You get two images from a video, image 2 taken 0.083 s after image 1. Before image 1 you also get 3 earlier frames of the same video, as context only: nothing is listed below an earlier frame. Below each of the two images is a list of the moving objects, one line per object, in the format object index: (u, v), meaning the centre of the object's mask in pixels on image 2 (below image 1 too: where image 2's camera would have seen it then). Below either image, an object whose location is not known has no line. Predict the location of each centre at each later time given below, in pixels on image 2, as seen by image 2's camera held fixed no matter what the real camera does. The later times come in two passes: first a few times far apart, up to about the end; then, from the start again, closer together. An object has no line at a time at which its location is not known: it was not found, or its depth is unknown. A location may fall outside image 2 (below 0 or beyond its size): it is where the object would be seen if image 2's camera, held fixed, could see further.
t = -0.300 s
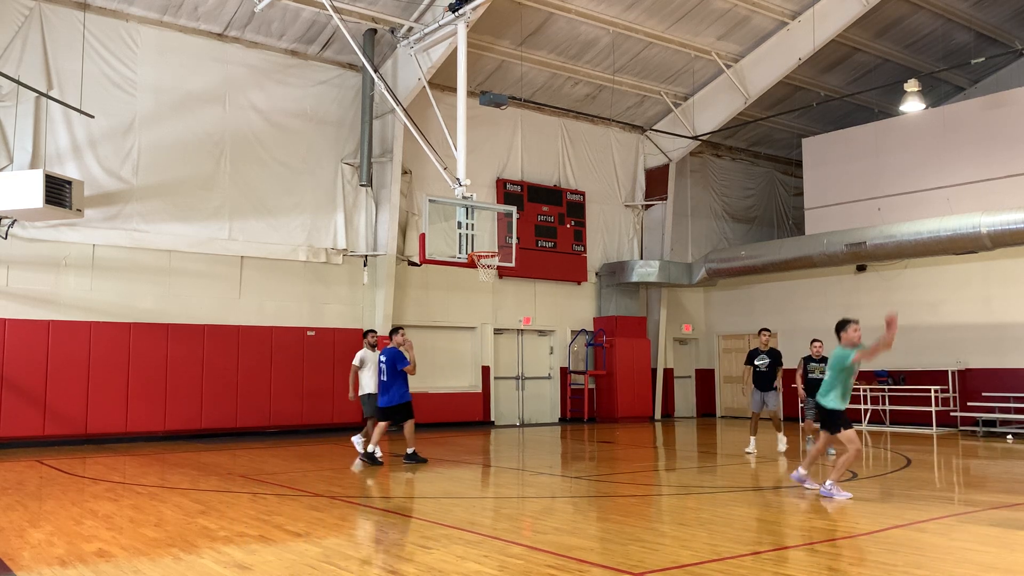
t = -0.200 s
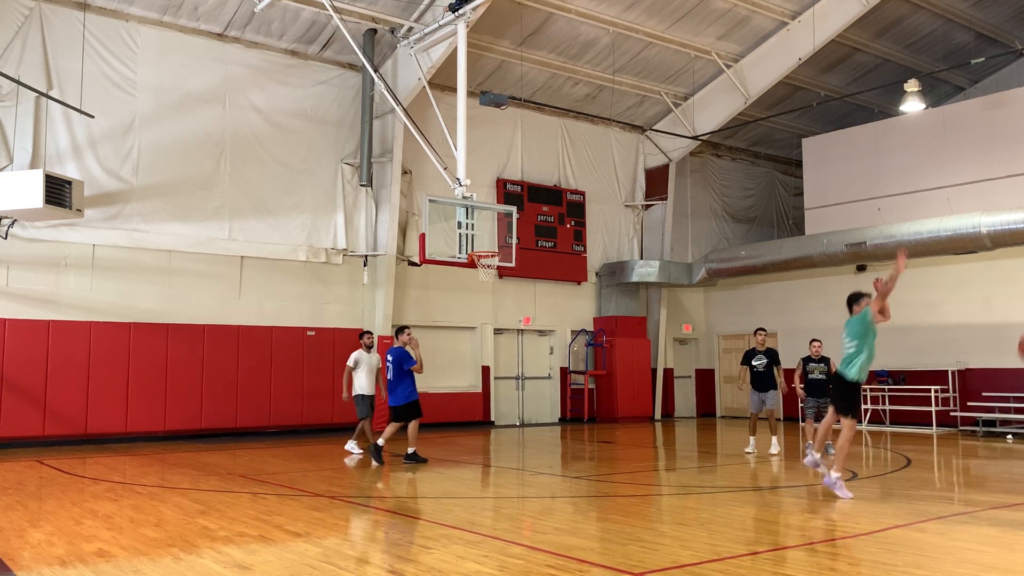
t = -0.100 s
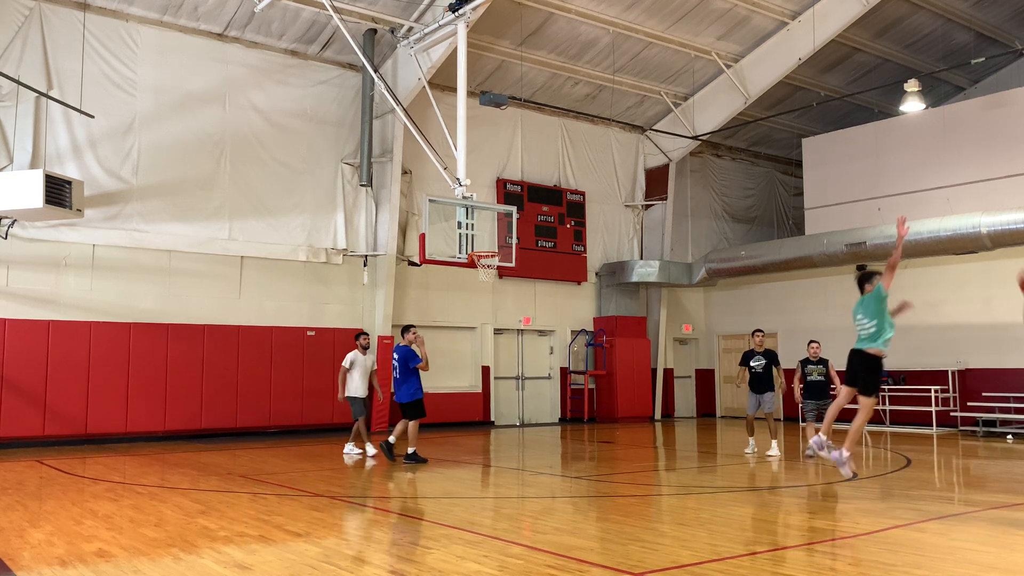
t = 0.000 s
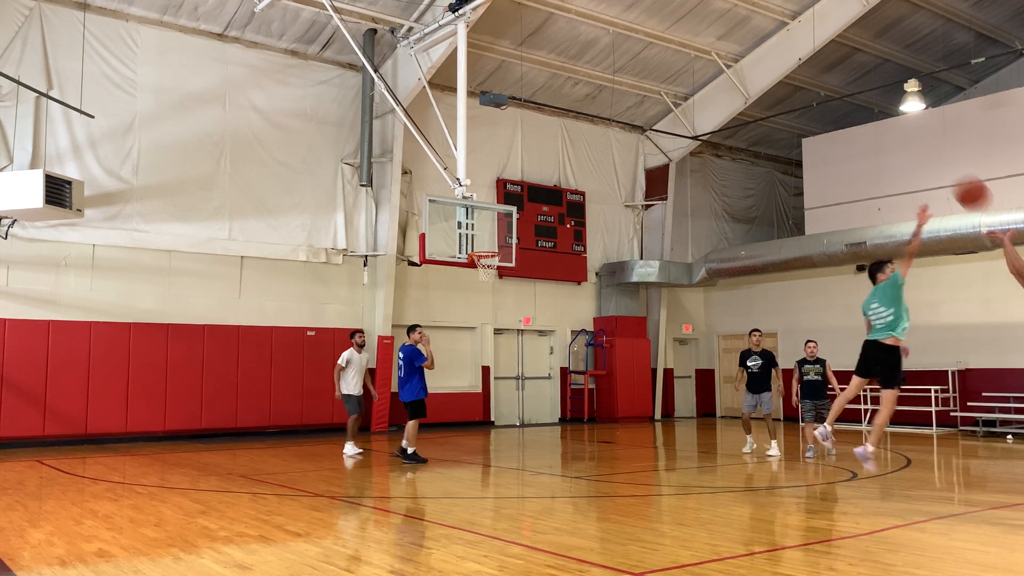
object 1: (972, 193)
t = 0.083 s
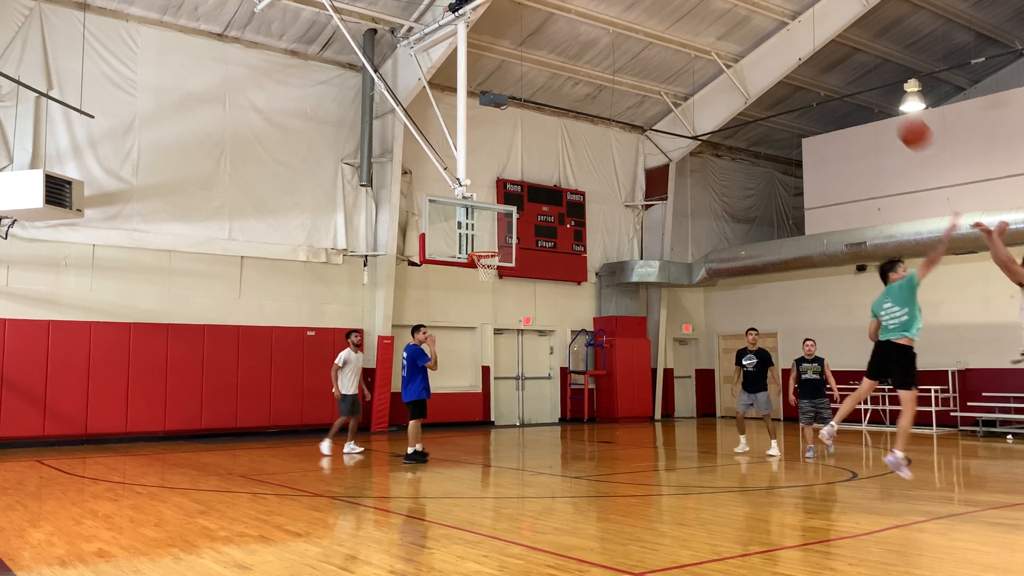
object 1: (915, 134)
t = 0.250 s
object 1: (822, 56)
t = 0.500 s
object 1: (716, 11)
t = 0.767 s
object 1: (632, 27)
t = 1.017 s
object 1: (571, 82)
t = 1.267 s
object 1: (522, 165)
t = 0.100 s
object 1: (905, 125)
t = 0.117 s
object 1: (892, 114)
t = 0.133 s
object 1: (883, 104)
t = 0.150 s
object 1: (875, 96)
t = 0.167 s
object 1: (866, 88)
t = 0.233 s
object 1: (830, 61)
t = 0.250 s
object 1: (822, 56)
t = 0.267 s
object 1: (812, 50)
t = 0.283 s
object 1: (805, 45)
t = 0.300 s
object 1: (797, 40)
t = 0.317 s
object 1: (790, 36)
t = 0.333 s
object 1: (782, 33)
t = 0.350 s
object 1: (775, 29)
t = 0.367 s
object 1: (768, 26)
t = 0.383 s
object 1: (761, 23)
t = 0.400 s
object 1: (754, 21)
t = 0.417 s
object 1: (747, 18)
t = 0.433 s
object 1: (741, 17)
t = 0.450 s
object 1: (734, 15)
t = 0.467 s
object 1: (728, 13)
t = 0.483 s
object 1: (722, 12)
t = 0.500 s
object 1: (716, 11)
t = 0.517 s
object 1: (709, 10)
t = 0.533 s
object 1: (703, 10)
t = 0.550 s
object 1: (698, 10)
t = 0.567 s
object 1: (692, 10)
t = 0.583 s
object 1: (686, 10)
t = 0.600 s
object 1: (681, 11)
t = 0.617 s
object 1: (676, 11)
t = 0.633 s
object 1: (671, 12)
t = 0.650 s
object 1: (665, 14)
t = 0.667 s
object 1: (660, 15)
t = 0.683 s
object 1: (655, 16)
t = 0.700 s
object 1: (650, 18)
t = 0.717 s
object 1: (646, 20)
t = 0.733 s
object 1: (641, 22)
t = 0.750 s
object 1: (636, 24)
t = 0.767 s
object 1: (632, 27)
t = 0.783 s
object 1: (627, 29)
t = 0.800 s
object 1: (622, 32)
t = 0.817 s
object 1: (618, 35)
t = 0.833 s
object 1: (614, 38)
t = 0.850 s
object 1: (609, 41)
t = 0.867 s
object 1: (605, 45)
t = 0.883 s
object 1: (601, 48)
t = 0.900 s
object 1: (597, 52)
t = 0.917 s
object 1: (593, 56)
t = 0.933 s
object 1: (590, 60)
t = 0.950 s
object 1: (585, 64)
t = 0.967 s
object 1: (581, 68)
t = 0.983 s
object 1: (578, 73)
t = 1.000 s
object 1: (575, 77)
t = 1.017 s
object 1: (571, 82)
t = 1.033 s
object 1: (567, 86)
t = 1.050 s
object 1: (563, 92)
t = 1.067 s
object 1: (560, 96)
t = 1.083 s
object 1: (557, 101)
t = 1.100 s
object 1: (553, 107)
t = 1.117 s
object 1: (550, 113)
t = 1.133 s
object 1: (546, 118)
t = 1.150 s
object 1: (543, 124)
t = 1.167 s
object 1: (540, 129)
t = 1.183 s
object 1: (537, 135)
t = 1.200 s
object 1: (534, 141)
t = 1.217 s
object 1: (531, 147)
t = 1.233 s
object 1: (528, 153)
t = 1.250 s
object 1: (525, 159)
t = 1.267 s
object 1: (522, 165)
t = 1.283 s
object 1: (519, 172)
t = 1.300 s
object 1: (516, 177)
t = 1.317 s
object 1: (513, 185)
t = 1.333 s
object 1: (510, 191)
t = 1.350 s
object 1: (508, 198)
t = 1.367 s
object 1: (505, 205)
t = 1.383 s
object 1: (502, 212)
